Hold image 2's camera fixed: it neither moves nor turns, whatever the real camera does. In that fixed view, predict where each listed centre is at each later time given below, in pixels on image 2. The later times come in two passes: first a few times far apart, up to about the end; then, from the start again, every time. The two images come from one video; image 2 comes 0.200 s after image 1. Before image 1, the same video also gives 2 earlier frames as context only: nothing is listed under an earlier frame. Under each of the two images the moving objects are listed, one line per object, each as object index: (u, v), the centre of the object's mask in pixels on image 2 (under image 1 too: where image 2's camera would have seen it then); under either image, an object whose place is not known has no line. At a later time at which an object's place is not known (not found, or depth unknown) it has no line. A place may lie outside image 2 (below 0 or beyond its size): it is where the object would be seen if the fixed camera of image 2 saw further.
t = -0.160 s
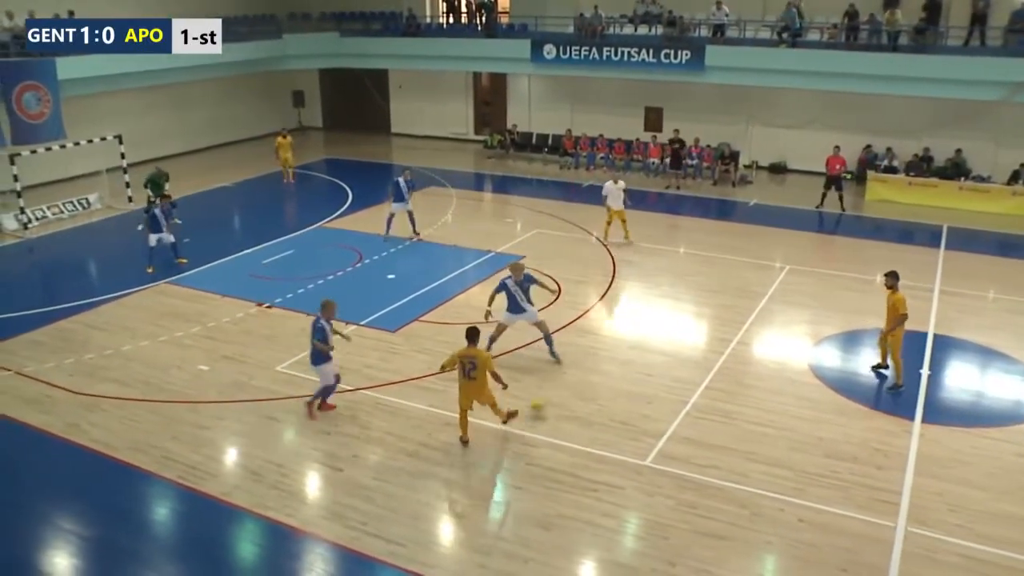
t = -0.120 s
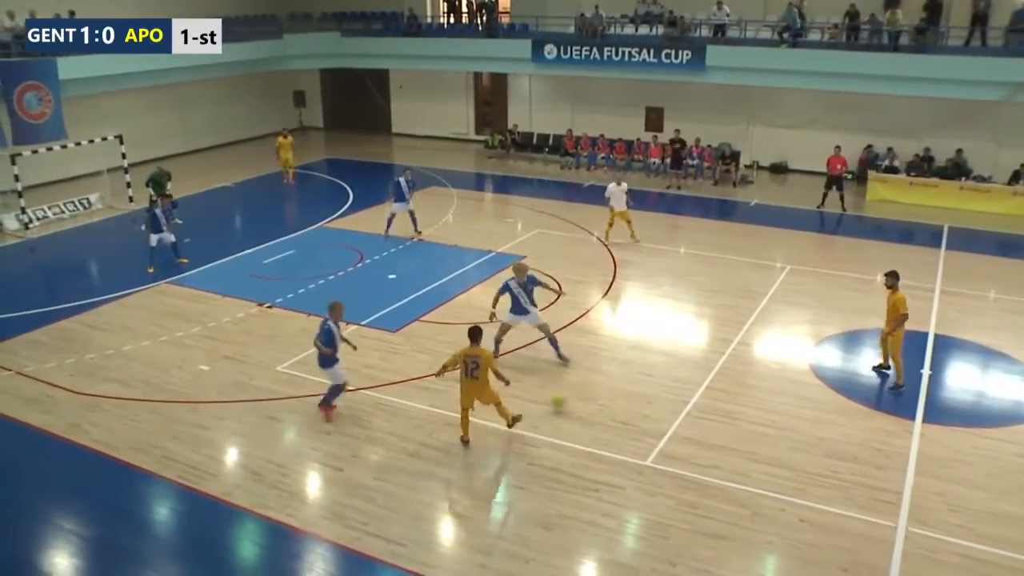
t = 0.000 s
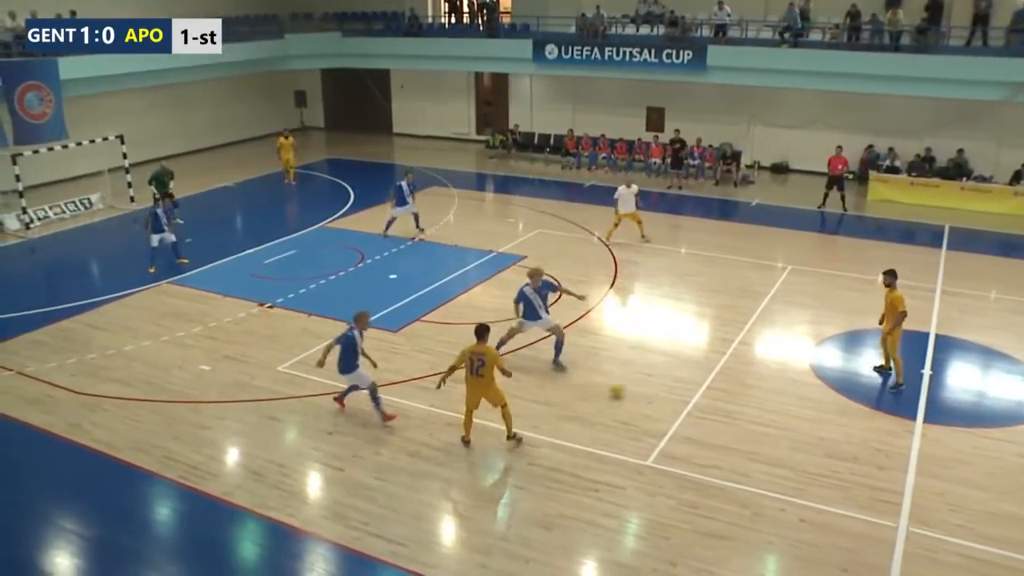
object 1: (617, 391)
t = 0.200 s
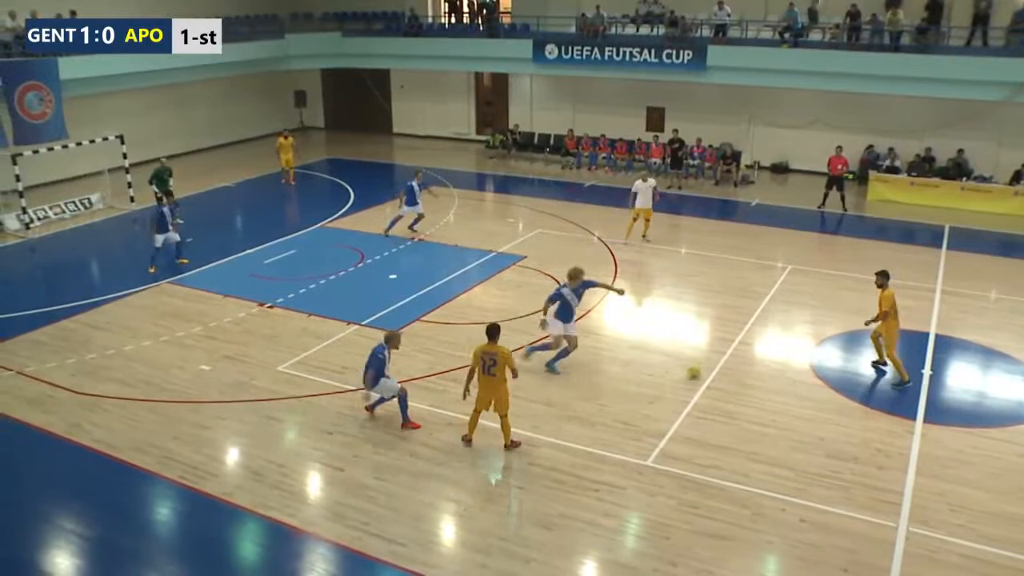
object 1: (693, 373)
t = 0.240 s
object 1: (706, 369)
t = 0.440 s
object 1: (766, 353)
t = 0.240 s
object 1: (706, 369)
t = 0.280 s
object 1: (721, 365)
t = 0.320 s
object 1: (733, 364)
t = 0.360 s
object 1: (744, 359)
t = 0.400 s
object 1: (754, 355)
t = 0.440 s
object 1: (766, 353)
